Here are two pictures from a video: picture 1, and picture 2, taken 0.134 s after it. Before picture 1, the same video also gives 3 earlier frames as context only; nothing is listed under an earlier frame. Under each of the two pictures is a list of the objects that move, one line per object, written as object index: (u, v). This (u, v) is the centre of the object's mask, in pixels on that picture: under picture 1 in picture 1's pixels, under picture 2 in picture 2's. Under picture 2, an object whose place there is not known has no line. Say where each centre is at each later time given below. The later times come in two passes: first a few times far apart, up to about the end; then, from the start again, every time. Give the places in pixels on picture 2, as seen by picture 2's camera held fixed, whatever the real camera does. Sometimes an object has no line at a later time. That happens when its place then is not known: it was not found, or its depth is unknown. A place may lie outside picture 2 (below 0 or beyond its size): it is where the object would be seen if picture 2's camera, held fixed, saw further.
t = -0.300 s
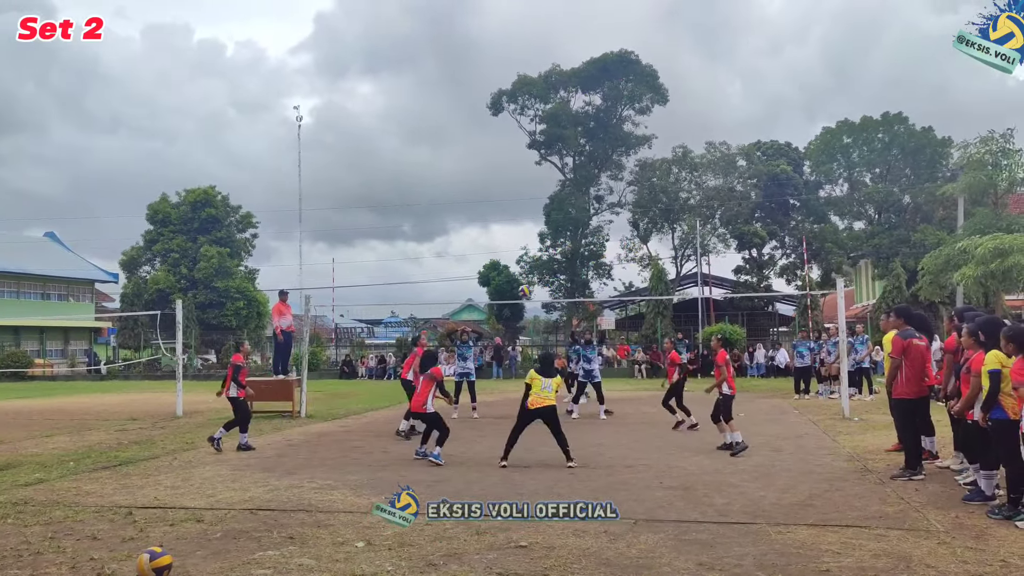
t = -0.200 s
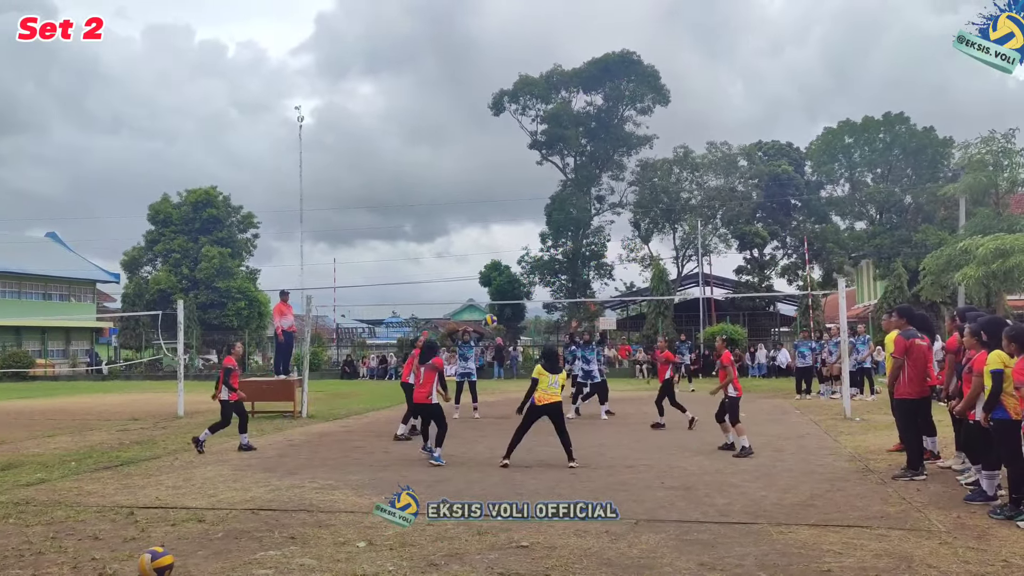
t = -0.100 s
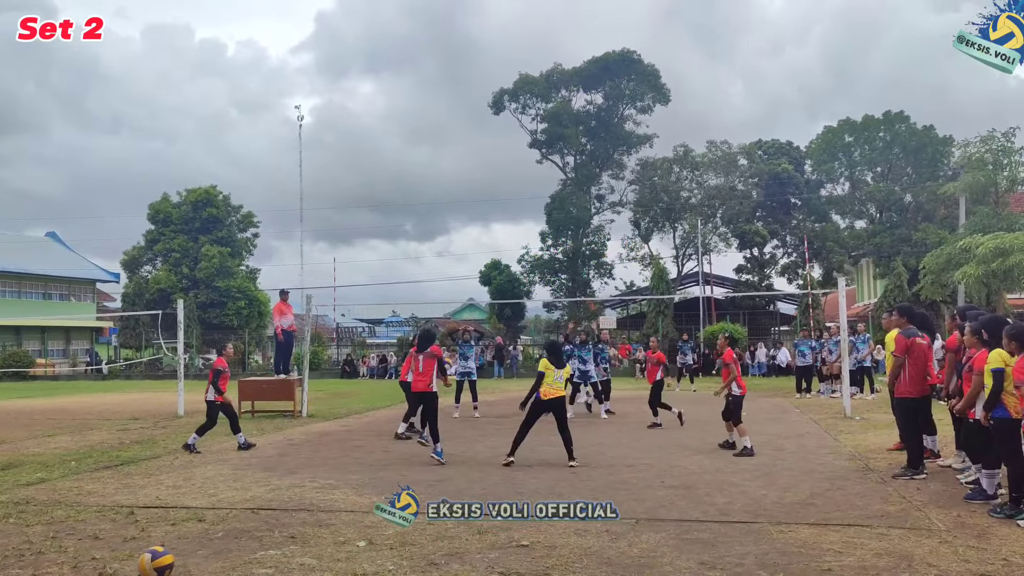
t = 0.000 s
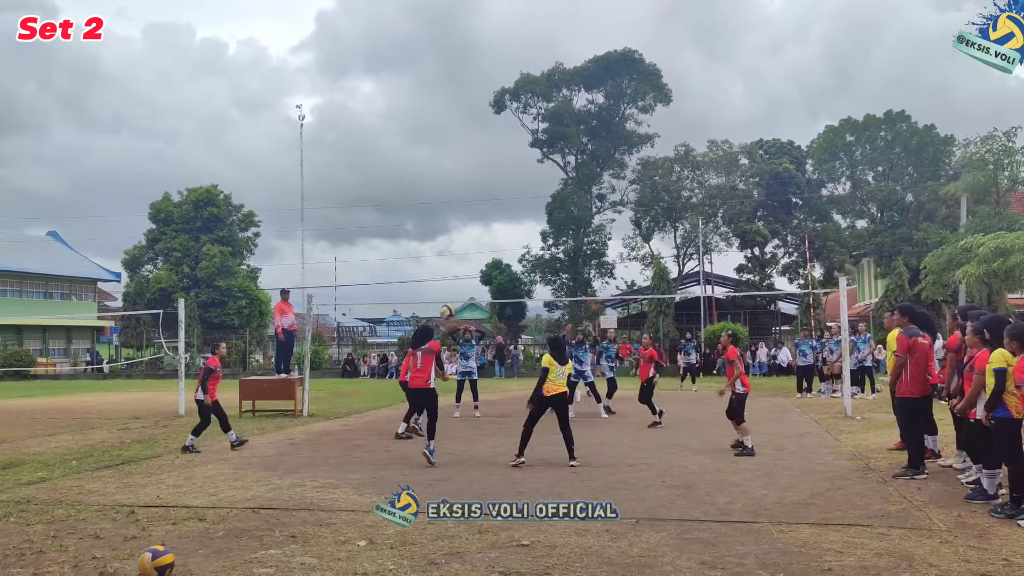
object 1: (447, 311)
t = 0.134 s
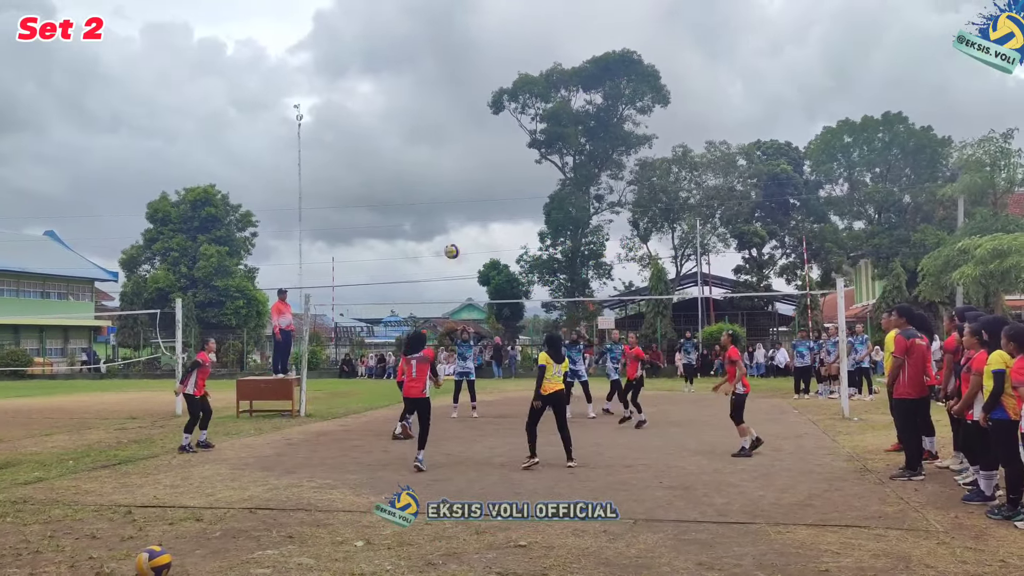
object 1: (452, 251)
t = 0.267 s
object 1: (457, 207)
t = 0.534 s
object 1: (464, 161)
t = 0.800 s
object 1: (468, 162)
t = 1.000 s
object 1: (471, 189)
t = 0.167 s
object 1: (453, 239)
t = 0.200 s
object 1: (454, 227)
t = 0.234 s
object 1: (456, 217)
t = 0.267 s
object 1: (457, 207)
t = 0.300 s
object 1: (458, 199)
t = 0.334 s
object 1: (459, 191)
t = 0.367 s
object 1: (460, 184)
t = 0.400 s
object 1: (460, 178)
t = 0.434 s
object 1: (461, 173)
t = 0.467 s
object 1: (462, 168)
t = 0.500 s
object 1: (463, 165)
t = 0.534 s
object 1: (464, 161)
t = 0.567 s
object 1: (465, 159)
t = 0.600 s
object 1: (465, 157)
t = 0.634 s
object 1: (466, 157)
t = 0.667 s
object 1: (466, 156)
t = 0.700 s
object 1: (467, 157)
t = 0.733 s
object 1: (467, 158)
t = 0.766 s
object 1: (468, 160)
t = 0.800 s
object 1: (468, 162)
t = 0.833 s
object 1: (469, 165)
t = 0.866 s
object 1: (469, 169)
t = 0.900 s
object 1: (470, 173)
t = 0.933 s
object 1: (470, 178)
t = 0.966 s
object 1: (471, 183)
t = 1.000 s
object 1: (471, 189)
